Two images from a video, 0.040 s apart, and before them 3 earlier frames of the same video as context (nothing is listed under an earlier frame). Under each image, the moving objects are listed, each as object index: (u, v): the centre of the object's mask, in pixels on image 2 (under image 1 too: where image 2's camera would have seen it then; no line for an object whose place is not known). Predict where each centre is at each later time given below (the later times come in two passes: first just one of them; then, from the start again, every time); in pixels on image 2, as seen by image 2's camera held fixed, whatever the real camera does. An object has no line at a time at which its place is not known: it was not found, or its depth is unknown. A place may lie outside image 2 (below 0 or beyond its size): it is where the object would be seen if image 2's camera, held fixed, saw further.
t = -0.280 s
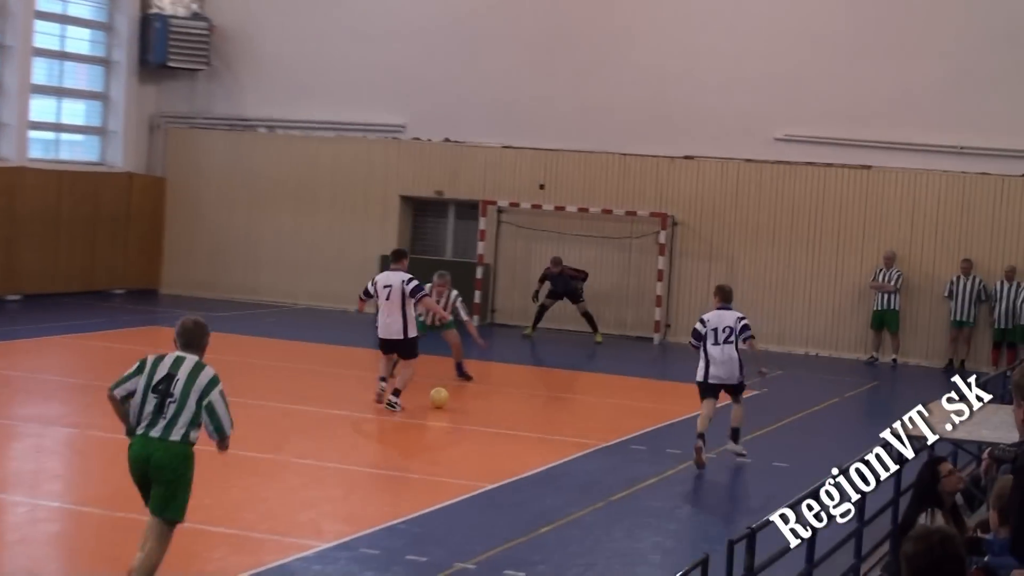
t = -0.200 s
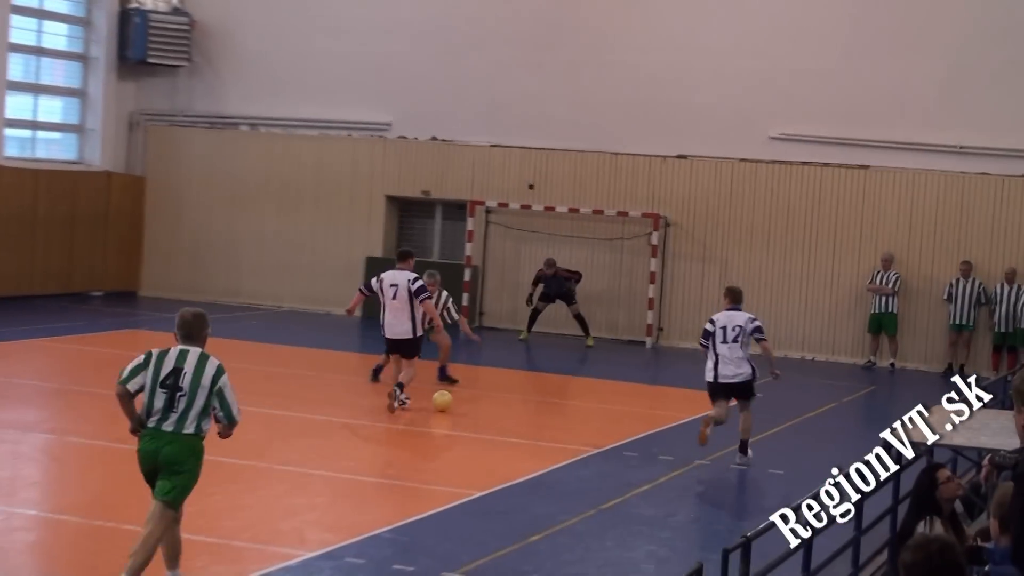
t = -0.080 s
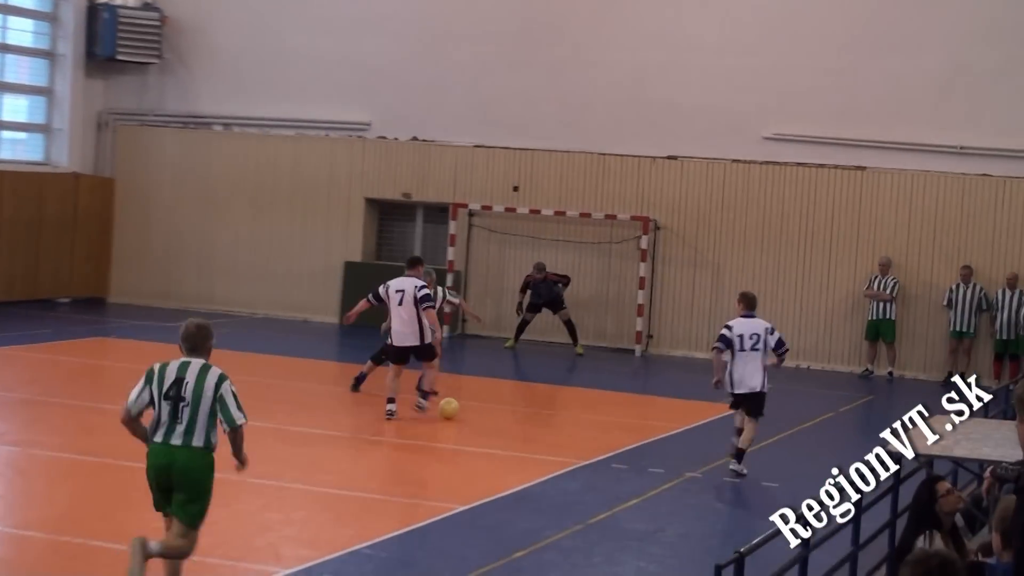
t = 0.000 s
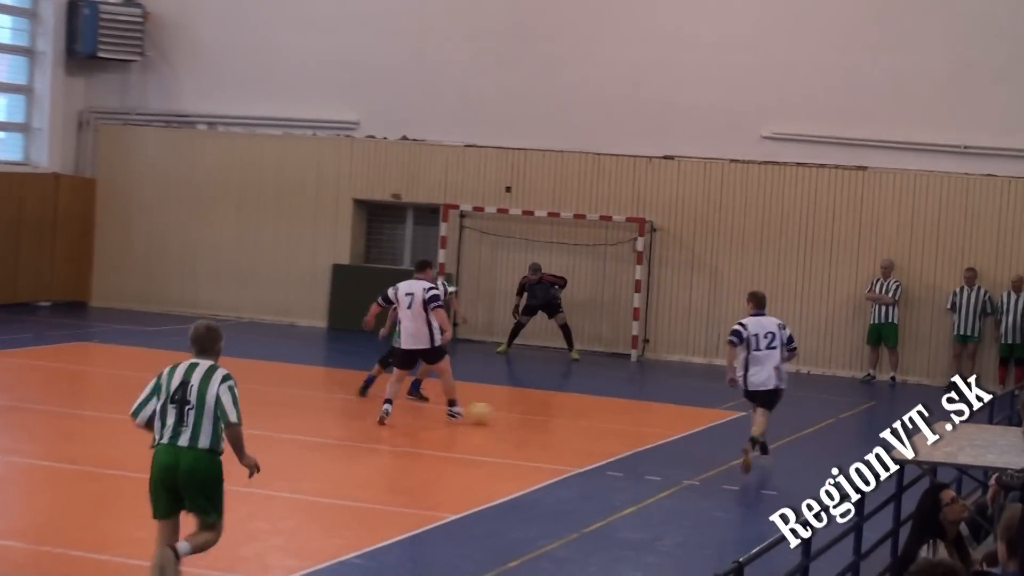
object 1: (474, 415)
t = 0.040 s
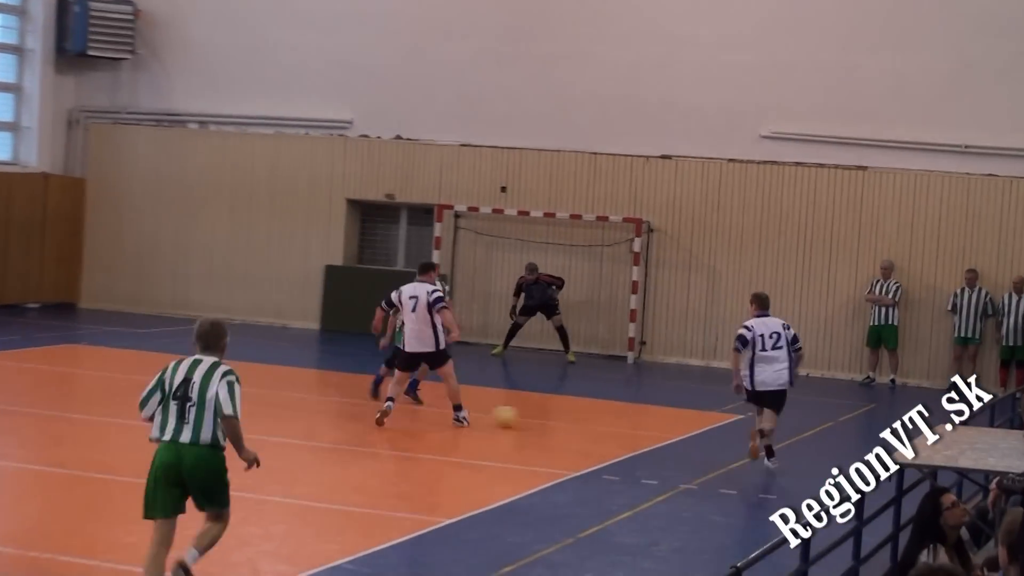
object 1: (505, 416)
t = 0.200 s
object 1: (609, 415)
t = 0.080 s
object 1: (533, 416)
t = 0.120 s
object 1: (560, 415)
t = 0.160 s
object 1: (585, 415)
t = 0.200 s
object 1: (609, 415)
